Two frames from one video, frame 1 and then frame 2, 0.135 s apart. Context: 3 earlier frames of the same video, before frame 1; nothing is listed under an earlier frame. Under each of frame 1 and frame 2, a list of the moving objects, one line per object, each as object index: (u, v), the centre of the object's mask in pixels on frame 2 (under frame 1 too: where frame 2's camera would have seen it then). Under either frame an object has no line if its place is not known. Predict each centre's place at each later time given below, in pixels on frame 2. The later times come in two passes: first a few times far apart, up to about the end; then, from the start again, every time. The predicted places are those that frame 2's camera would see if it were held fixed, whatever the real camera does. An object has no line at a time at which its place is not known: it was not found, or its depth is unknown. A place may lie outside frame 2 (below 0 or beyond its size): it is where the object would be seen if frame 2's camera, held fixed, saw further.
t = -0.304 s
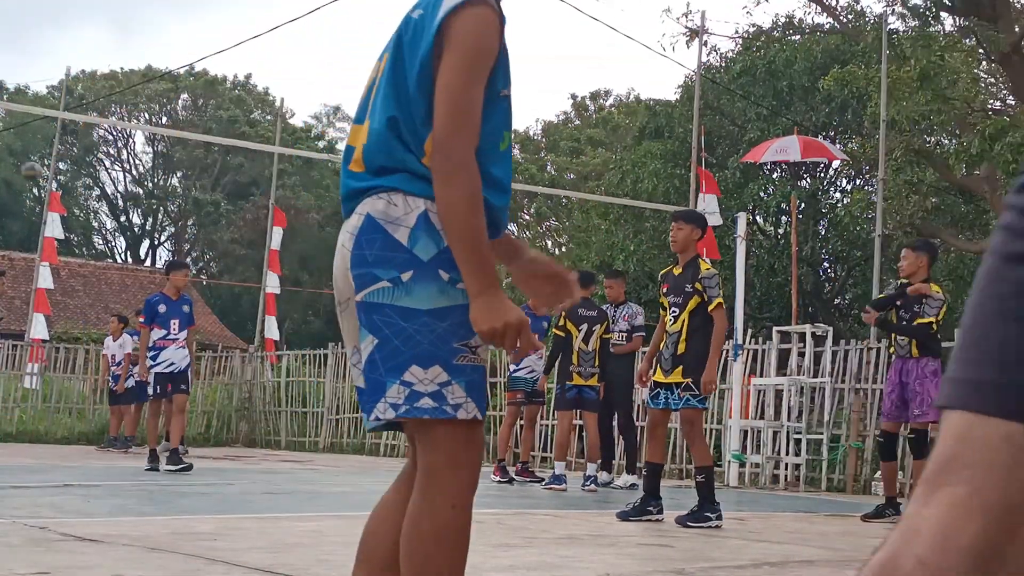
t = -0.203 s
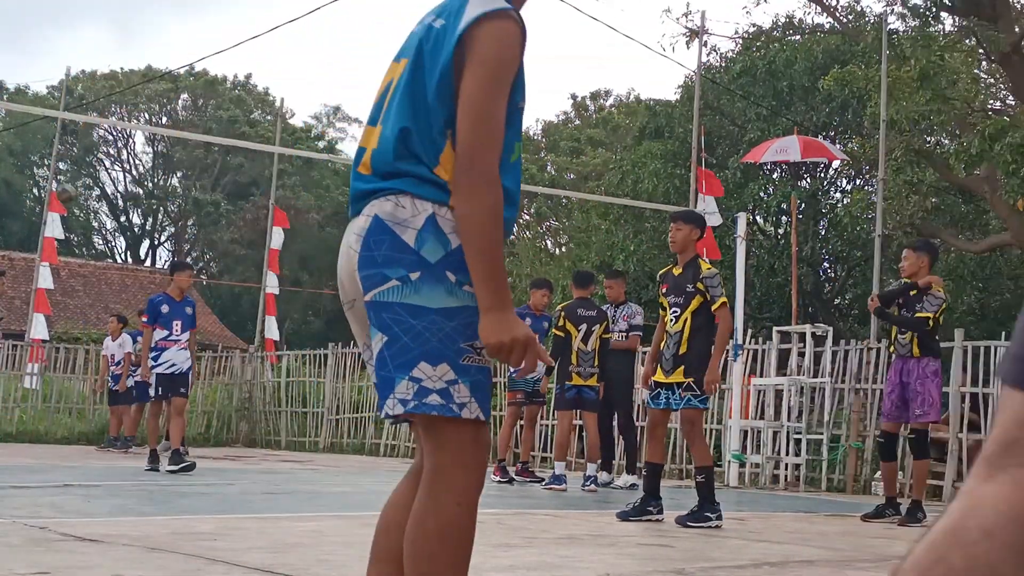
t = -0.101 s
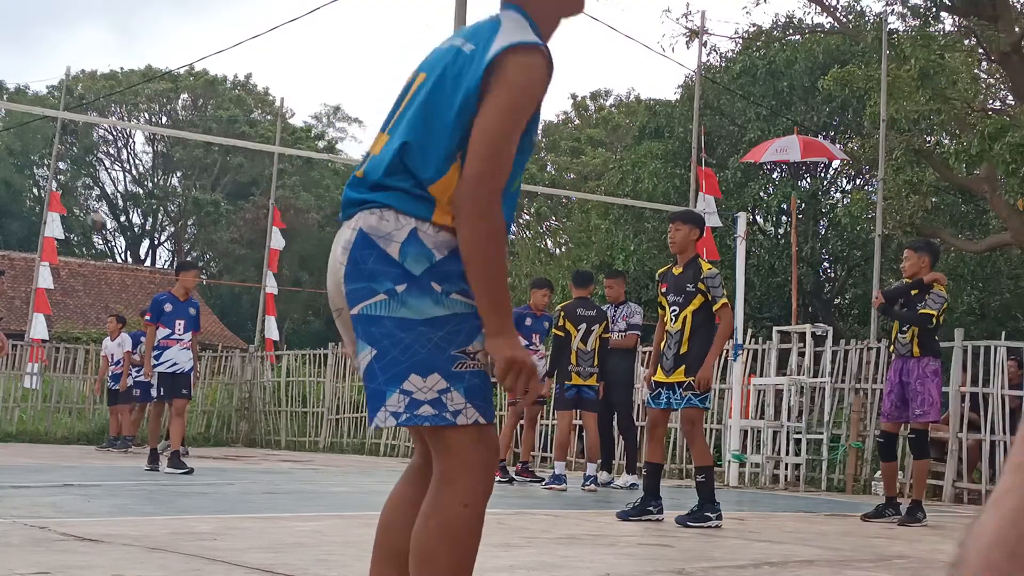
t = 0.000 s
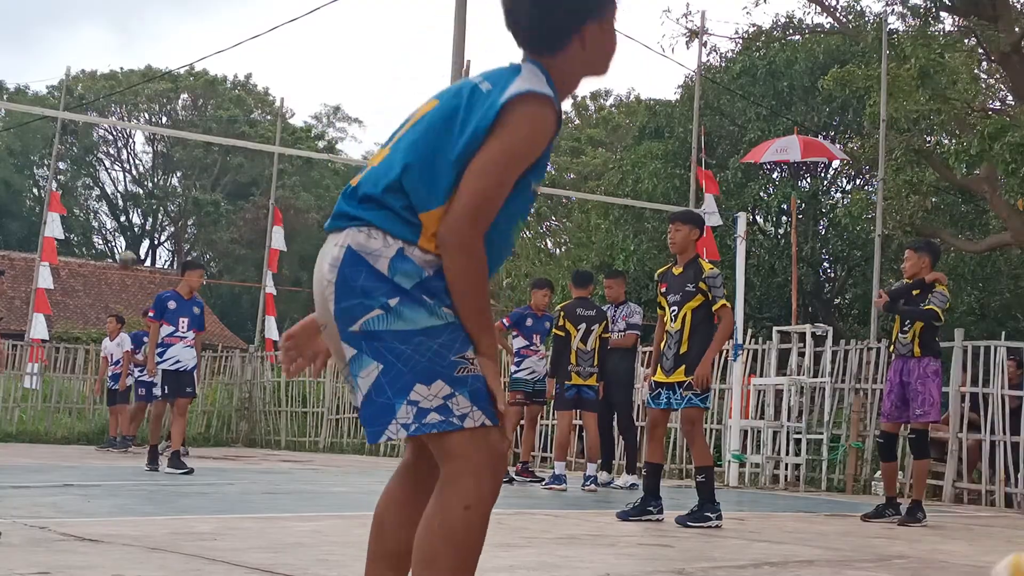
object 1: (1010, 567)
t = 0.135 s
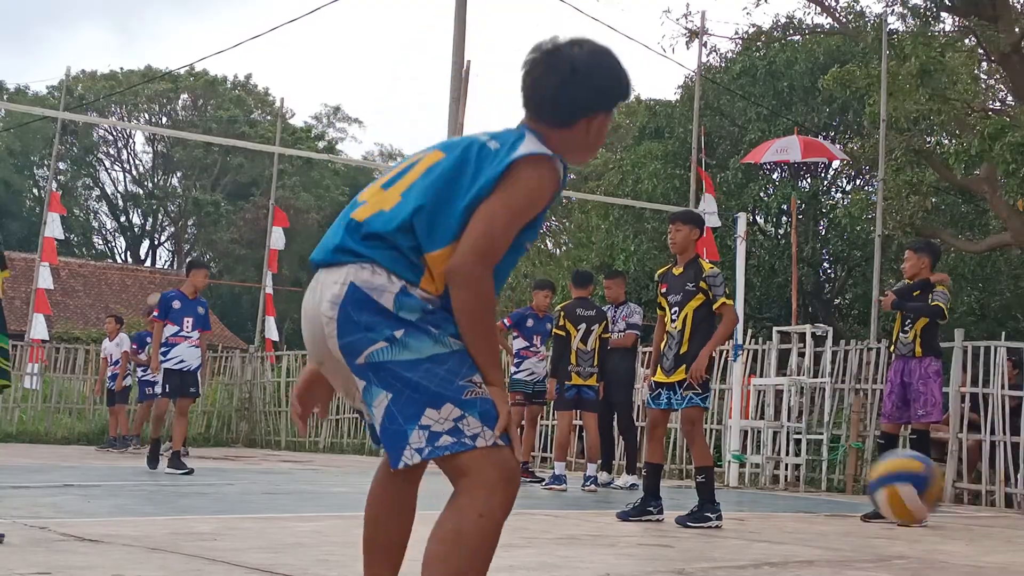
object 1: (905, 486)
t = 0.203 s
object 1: (848, 458)
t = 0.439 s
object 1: (666, 475)
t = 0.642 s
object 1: (533, 500)
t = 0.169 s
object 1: (876, 470)
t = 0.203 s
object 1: (848, 458)
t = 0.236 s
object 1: (822, 448)
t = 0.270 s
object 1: (794, 444)
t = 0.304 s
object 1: (765, 442)
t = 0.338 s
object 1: (741, 446)
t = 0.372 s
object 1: (715, 453)
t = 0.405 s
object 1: (691, 462)
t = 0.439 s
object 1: (666, 475)
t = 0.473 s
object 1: (642, 491)
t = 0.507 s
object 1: (617, 512)
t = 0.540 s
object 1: (594, 535)
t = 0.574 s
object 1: (571, 544)
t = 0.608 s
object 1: (552, 520)
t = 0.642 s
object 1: (533, 500)
